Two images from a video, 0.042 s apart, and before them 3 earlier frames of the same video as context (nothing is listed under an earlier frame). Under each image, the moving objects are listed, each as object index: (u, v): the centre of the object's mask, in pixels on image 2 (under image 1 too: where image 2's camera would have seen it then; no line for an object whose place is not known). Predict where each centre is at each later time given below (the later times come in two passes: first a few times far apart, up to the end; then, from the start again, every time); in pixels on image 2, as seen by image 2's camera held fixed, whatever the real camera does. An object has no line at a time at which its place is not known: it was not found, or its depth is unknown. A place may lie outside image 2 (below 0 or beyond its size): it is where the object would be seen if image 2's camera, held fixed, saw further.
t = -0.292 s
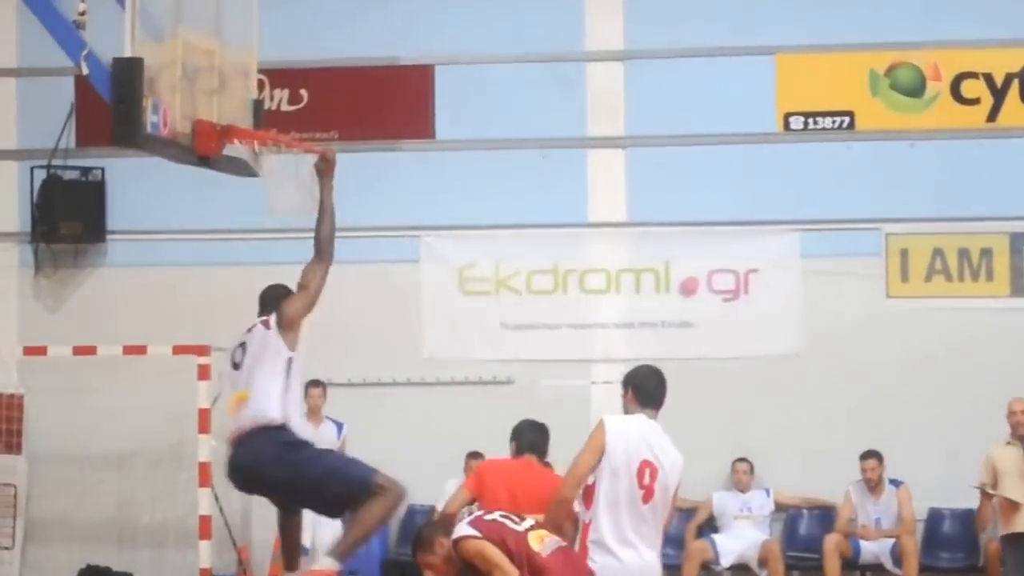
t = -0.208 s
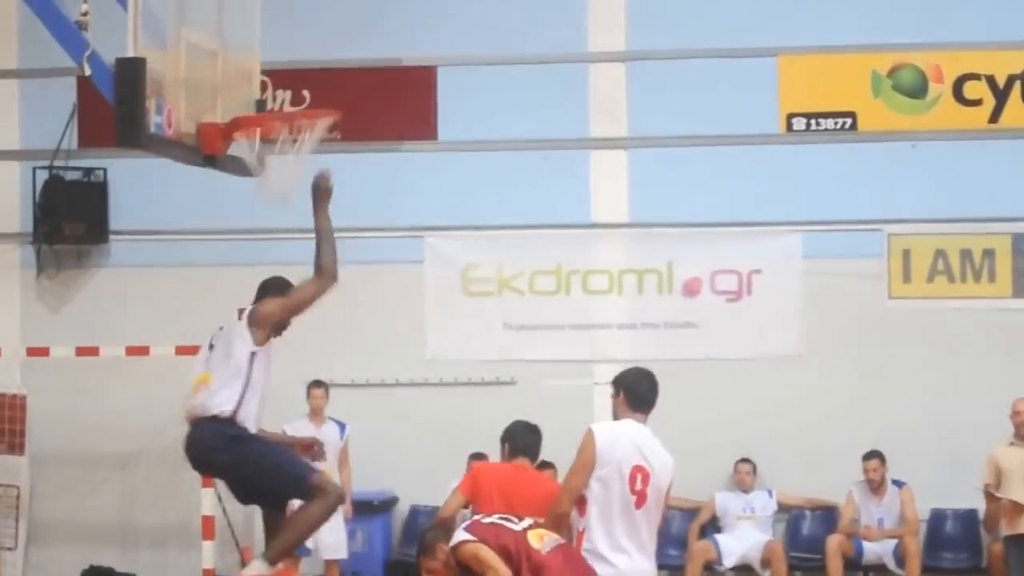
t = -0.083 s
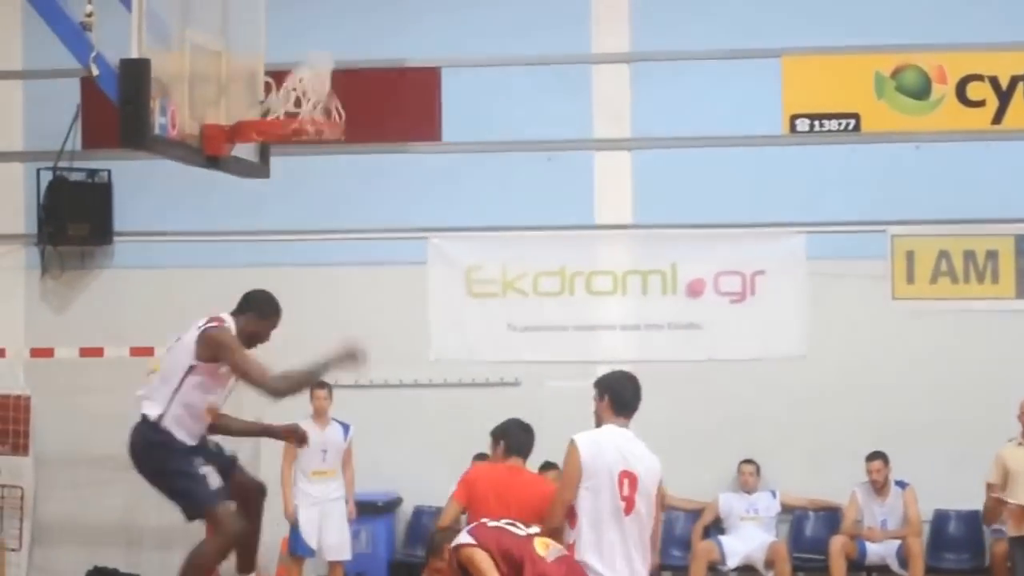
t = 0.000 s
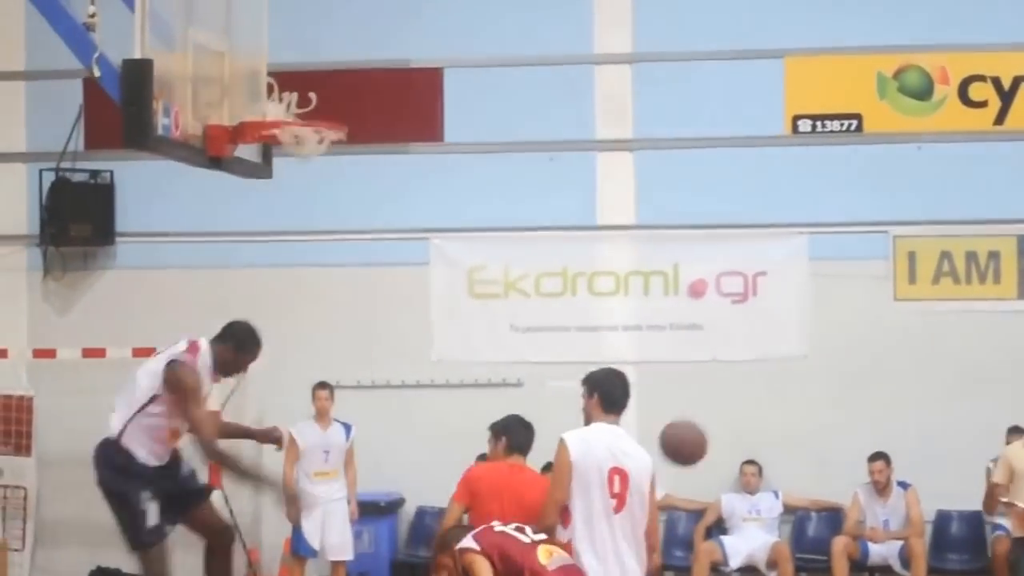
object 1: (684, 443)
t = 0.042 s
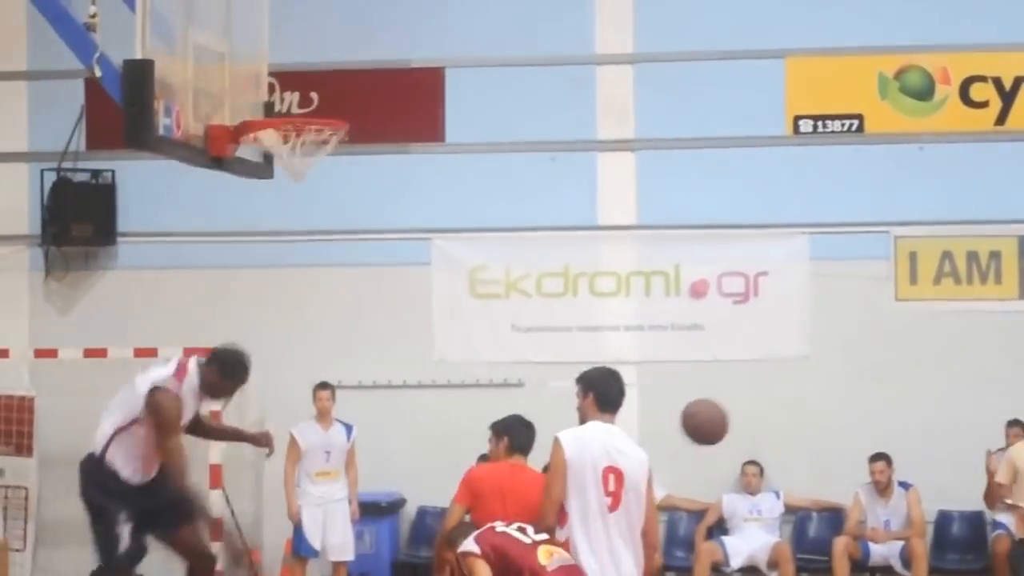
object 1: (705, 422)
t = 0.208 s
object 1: (785, 373)
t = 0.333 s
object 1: (845, 371)
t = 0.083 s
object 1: (725, 404)
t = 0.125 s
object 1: (746, 390)
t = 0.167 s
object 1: (765, 380)
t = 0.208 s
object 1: (785, 373)
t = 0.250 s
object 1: (805, 369)
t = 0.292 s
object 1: (825, 368)
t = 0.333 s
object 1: (845, 371)
